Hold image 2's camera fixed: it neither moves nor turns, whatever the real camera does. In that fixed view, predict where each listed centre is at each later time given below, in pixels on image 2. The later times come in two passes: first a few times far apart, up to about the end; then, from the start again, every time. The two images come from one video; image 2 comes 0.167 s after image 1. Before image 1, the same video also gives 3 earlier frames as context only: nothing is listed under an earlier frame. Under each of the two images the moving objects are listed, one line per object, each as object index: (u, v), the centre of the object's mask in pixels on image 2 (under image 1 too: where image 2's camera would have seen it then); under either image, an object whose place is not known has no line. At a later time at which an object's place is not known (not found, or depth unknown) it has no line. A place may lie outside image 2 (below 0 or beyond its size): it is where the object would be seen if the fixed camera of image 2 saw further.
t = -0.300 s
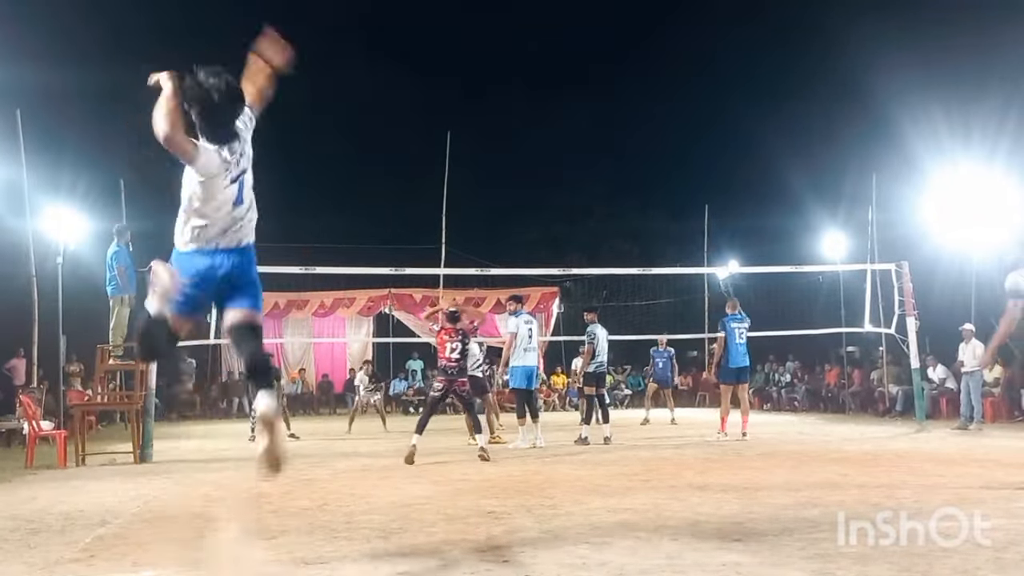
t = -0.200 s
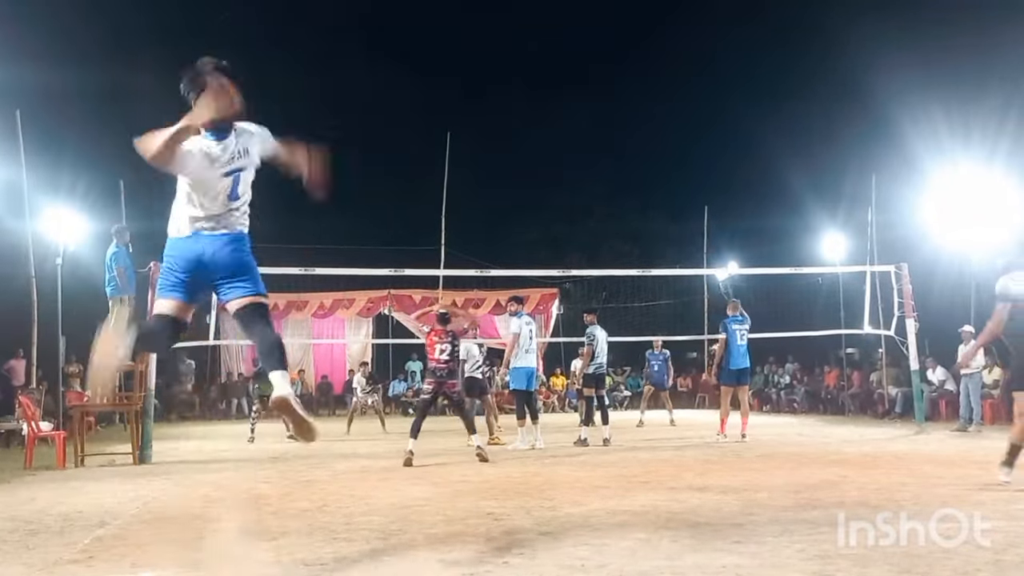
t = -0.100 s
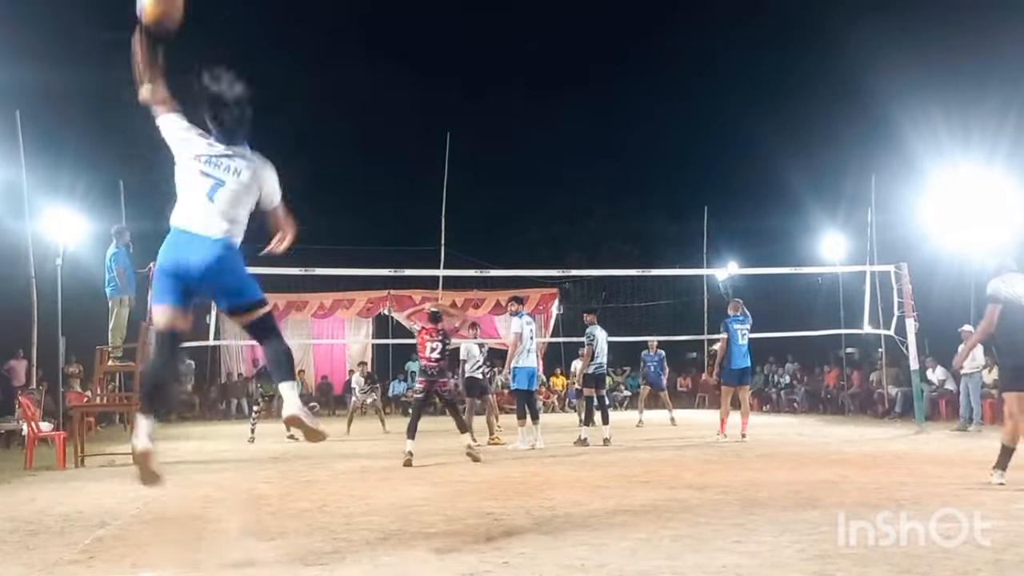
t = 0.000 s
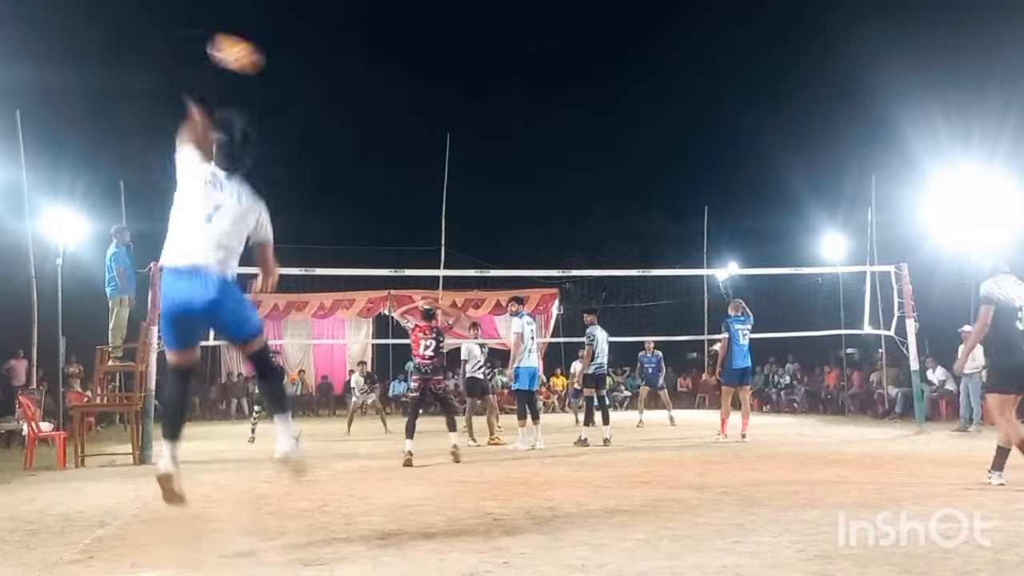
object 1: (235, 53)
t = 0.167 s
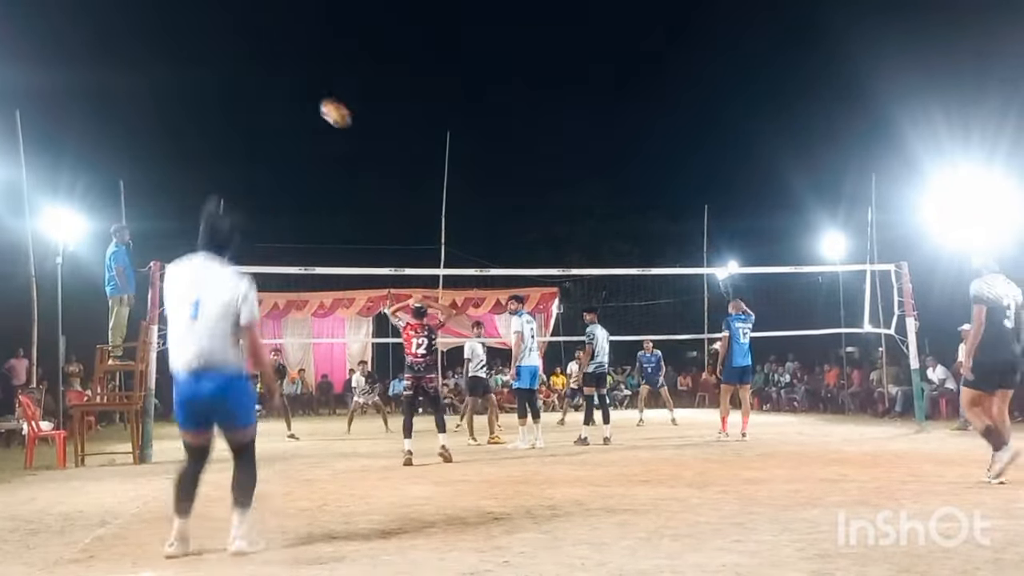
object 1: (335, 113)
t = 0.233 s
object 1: (361, 139)
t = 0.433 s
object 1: (413, 217)
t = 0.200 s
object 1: (348, 126)
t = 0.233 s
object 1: (361, 139)
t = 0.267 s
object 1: (371, 152)
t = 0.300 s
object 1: (381, 165)
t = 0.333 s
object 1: (390, 178)
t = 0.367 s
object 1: (399, 191)
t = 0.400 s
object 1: (406, 205)
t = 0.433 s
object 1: (413, 217)
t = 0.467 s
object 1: (420, 230)
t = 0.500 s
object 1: (427, 242)
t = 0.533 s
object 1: (433, 256)
